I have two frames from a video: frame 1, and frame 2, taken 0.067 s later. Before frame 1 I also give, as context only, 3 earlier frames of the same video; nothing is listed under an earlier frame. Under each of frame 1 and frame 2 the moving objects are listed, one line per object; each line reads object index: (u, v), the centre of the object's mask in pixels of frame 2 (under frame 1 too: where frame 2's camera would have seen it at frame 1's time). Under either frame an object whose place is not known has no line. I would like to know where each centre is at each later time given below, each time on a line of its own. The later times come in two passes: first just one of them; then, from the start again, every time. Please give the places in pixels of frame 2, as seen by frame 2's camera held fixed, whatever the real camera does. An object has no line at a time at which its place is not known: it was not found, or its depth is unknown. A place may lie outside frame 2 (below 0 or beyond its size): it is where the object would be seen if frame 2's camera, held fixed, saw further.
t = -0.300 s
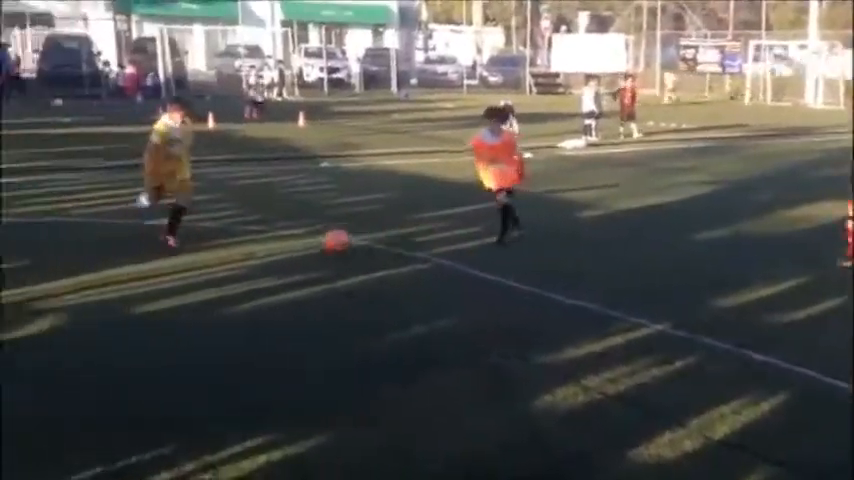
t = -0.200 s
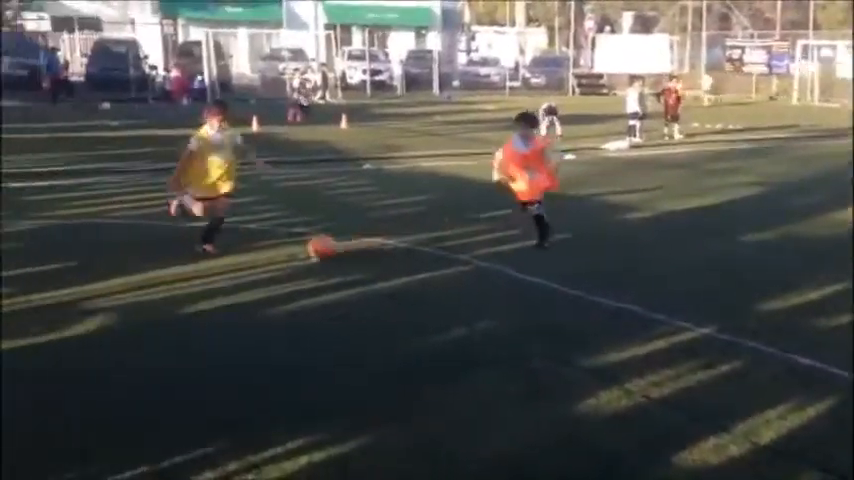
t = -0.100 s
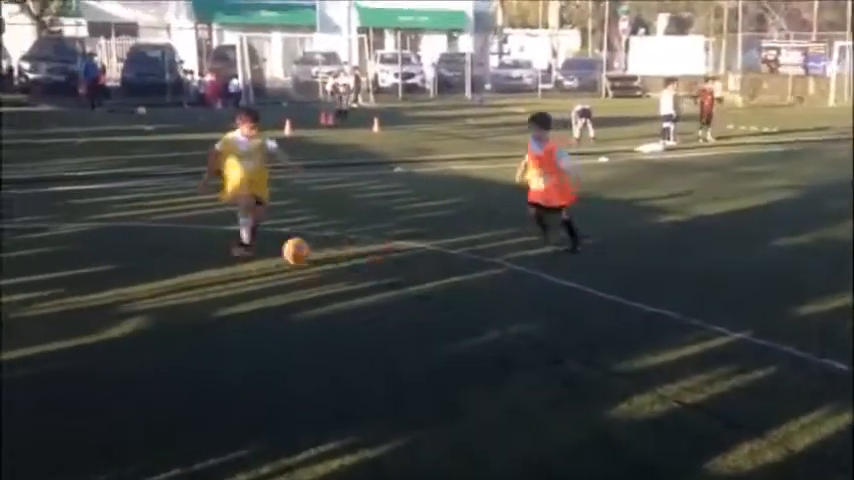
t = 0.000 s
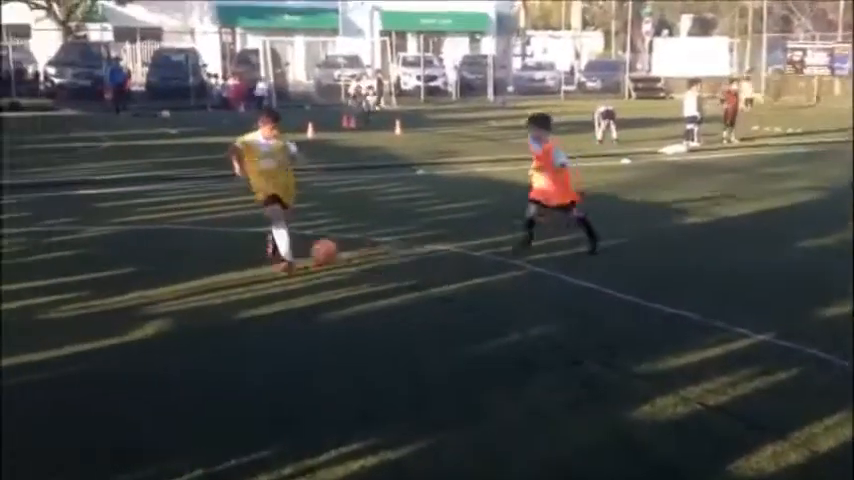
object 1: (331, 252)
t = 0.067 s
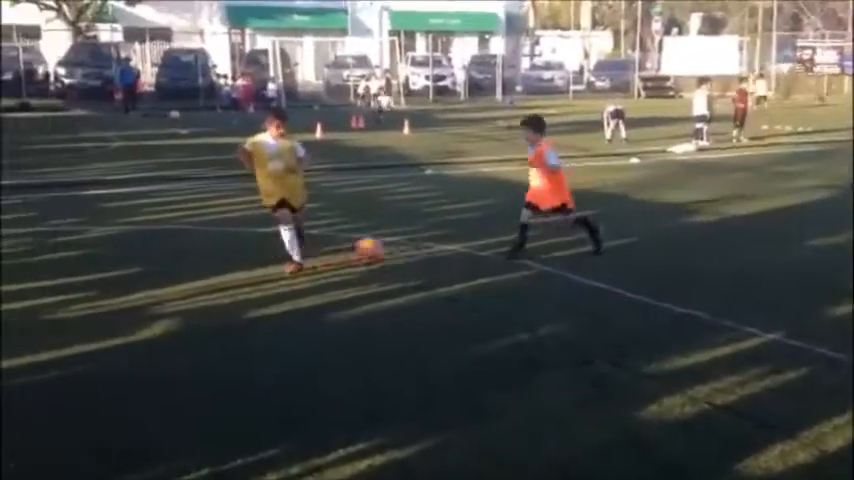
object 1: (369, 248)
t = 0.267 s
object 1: (509, 291)
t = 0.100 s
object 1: (389, 250)
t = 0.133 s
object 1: (410, 257)
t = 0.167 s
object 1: (433, 261)
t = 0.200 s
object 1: (457, 270)
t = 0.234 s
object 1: (483, 278)
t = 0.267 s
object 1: (509, 291)
